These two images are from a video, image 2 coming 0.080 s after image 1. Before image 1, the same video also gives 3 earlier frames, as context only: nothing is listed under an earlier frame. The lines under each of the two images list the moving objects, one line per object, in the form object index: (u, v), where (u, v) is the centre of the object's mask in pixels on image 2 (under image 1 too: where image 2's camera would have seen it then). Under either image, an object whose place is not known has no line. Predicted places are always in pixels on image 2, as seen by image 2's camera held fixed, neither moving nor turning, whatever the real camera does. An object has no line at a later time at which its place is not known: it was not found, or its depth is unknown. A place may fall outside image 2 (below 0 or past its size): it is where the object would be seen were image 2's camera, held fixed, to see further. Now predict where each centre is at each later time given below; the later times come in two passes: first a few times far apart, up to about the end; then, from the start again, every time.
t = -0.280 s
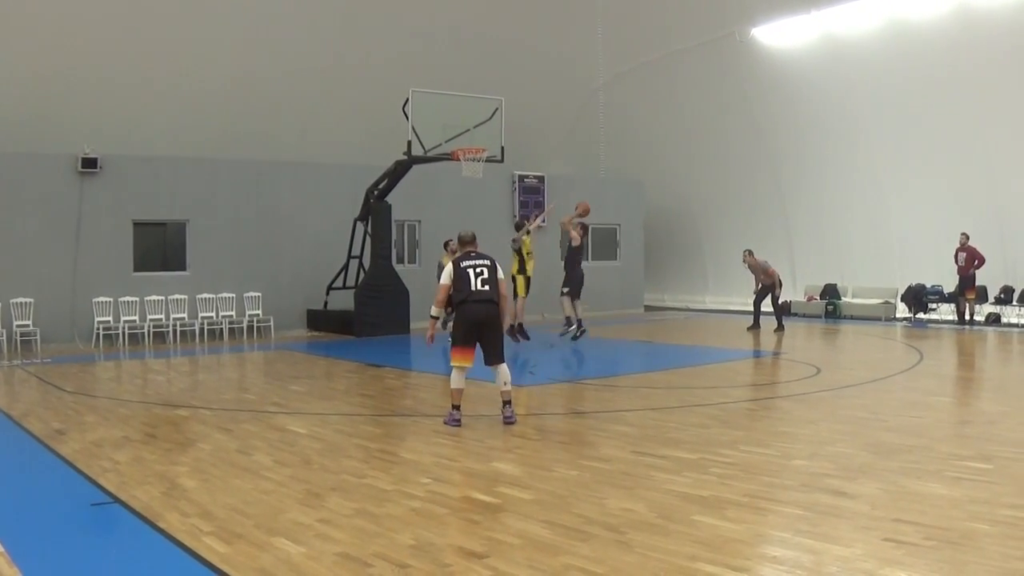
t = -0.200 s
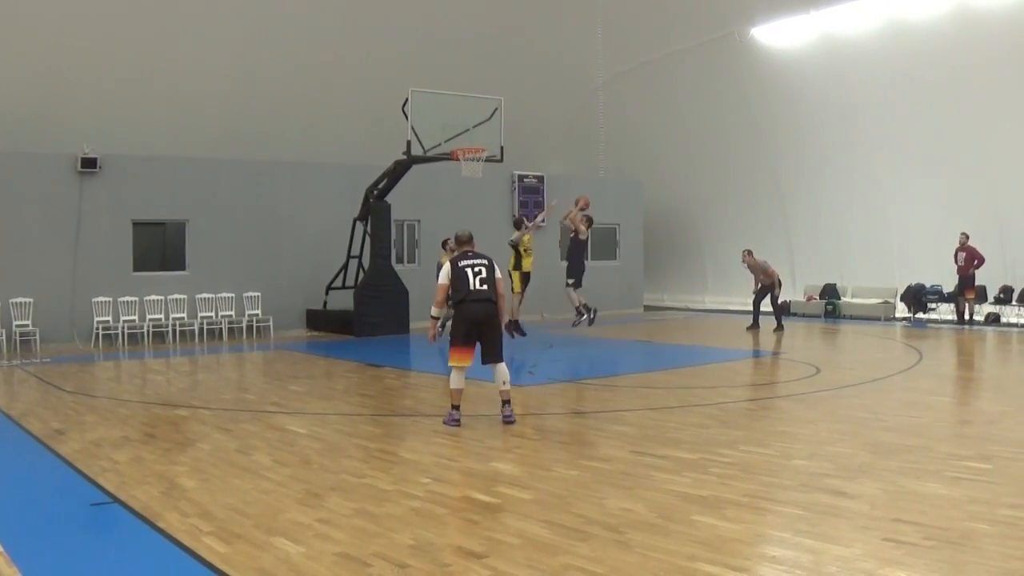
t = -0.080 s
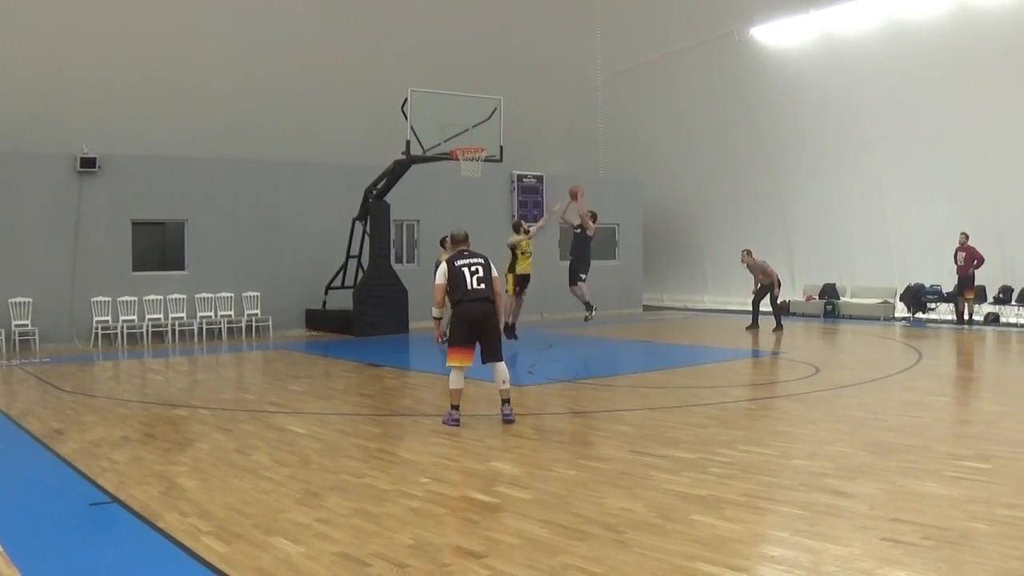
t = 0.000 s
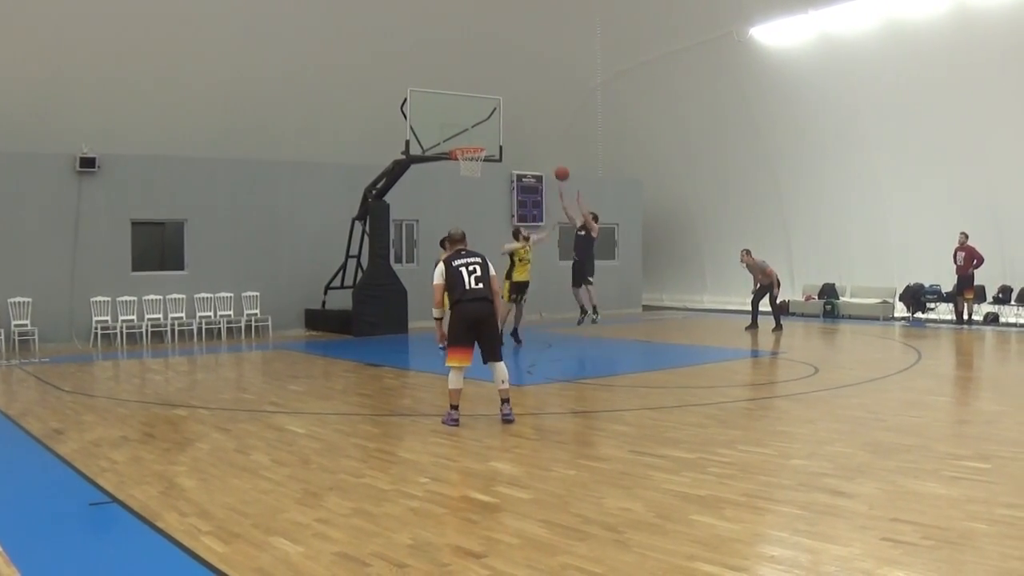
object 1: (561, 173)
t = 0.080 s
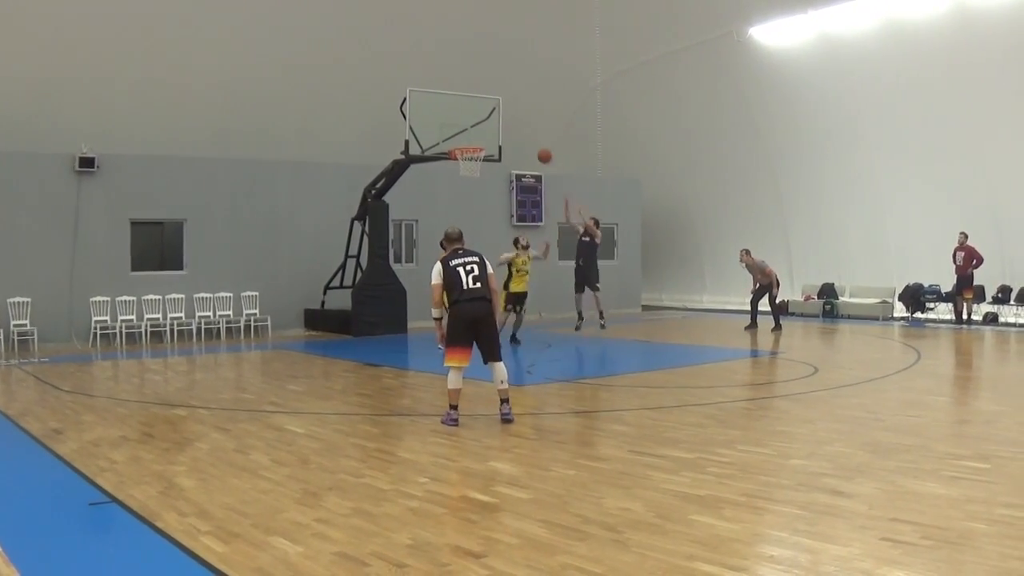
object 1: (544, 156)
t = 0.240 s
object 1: (511, 132)
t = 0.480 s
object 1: (474, 125)
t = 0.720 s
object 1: (470, 144)
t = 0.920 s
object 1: (472, 167)
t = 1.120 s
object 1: (479, 203)
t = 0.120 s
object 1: (536, 148)
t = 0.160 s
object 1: (527, 142)
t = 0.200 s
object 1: (519, 136)
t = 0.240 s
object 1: (511, 132)
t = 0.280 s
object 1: (502, 128)
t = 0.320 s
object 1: (493, 126)
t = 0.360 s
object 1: (485, 125)
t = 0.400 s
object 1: (477, 124)
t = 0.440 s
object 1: (475, 124)
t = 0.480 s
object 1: (474, 125)
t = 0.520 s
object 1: (474, 127)
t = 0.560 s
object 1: (473, 130)
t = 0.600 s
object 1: (473, 135)
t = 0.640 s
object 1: (472, 139)
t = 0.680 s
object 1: (472, 143)
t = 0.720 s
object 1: (470, 144)
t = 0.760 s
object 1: (470, 147)
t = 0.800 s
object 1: (468, 154)
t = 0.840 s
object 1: (469, 157)
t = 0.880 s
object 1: (471, 162)
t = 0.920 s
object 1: (472, 167)
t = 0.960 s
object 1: (474, 173)
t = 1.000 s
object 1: (475, 179)
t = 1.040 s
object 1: (477, 185)
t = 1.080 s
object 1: (478, 193)
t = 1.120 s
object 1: (479, 203)
